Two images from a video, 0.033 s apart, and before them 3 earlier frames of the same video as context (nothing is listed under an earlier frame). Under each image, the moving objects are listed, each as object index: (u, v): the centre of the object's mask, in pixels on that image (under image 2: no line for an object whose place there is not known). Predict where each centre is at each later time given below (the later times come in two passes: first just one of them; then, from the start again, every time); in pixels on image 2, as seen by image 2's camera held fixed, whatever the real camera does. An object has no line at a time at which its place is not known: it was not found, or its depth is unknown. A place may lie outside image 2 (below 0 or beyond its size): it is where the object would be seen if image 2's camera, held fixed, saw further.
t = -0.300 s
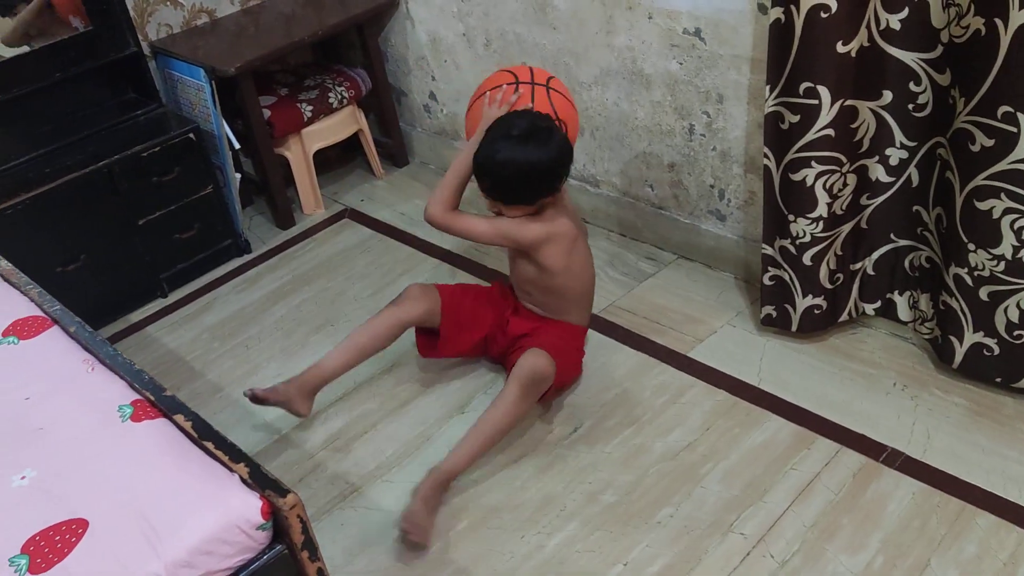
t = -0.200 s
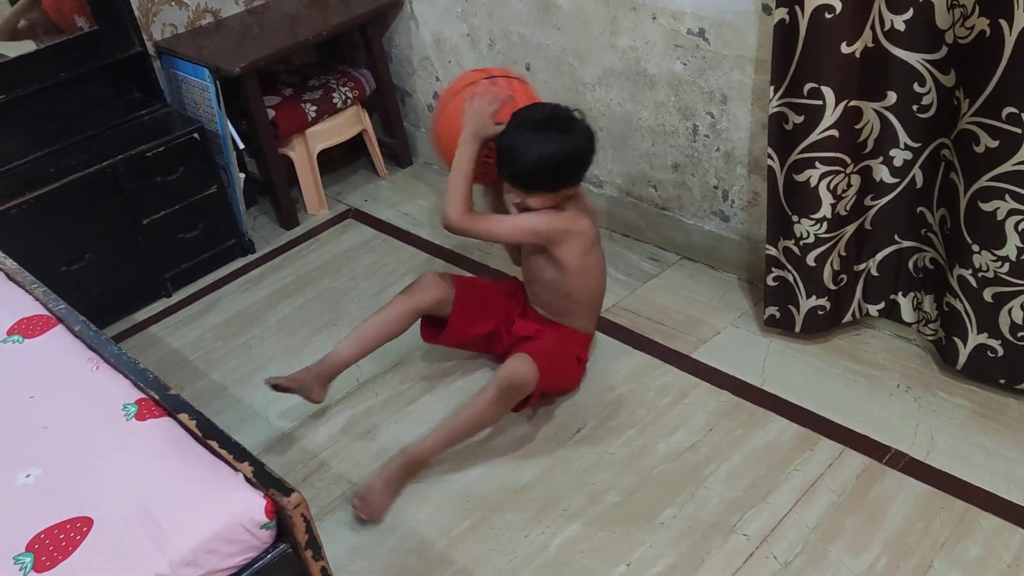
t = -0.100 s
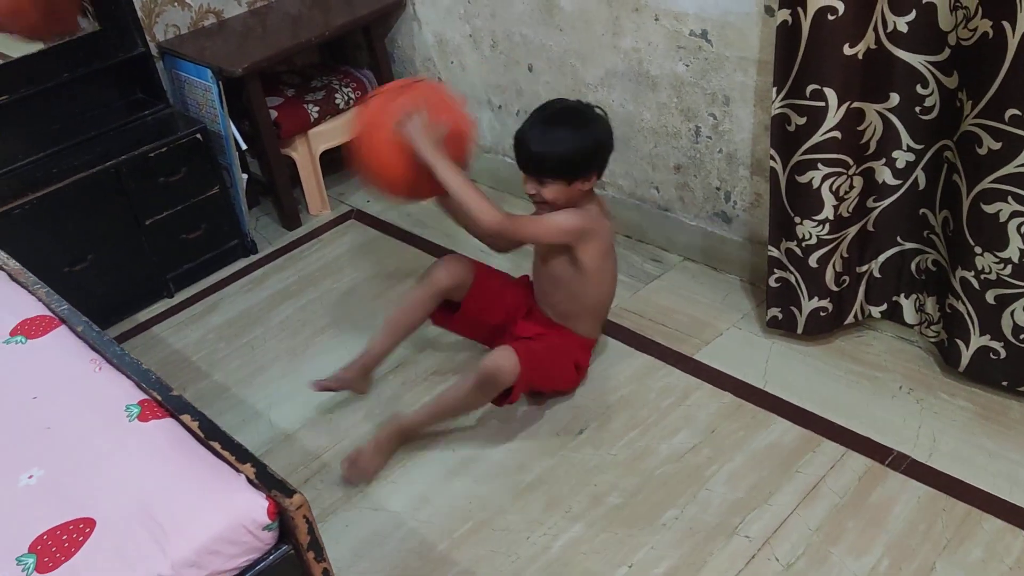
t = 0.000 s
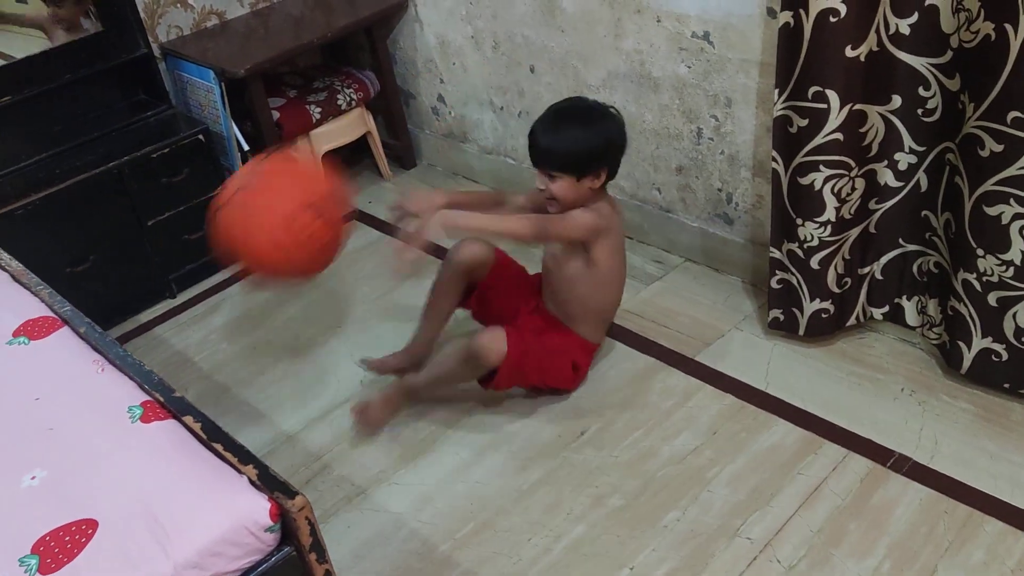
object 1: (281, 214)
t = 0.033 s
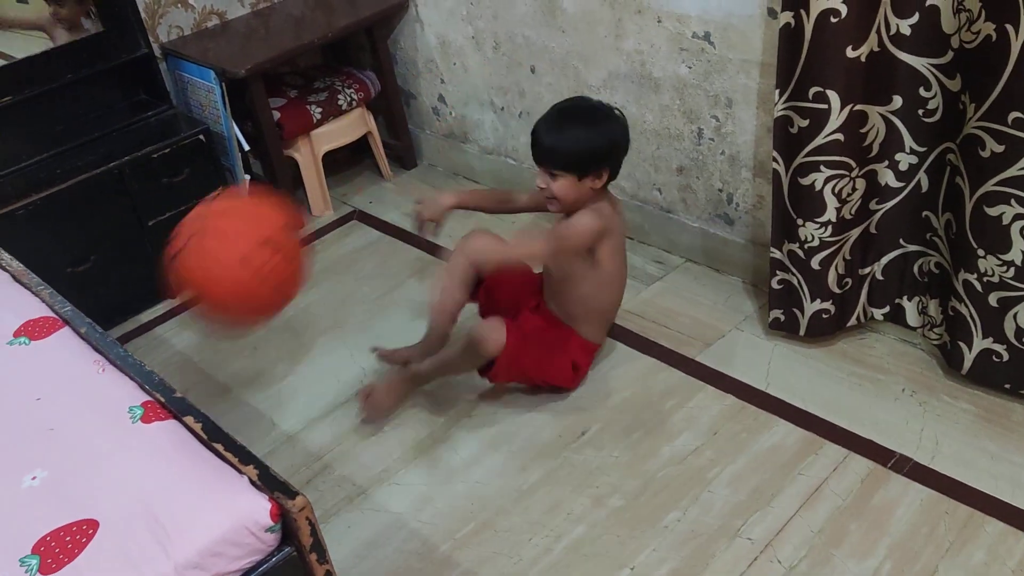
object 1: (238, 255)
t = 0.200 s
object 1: (288, 356)
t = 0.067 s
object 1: (192, 304)
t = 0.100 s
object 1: (169, 336)
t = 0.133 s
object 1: (202, 346)
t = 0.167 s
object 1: (245, 351)
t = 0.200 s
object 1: (288, 356)
